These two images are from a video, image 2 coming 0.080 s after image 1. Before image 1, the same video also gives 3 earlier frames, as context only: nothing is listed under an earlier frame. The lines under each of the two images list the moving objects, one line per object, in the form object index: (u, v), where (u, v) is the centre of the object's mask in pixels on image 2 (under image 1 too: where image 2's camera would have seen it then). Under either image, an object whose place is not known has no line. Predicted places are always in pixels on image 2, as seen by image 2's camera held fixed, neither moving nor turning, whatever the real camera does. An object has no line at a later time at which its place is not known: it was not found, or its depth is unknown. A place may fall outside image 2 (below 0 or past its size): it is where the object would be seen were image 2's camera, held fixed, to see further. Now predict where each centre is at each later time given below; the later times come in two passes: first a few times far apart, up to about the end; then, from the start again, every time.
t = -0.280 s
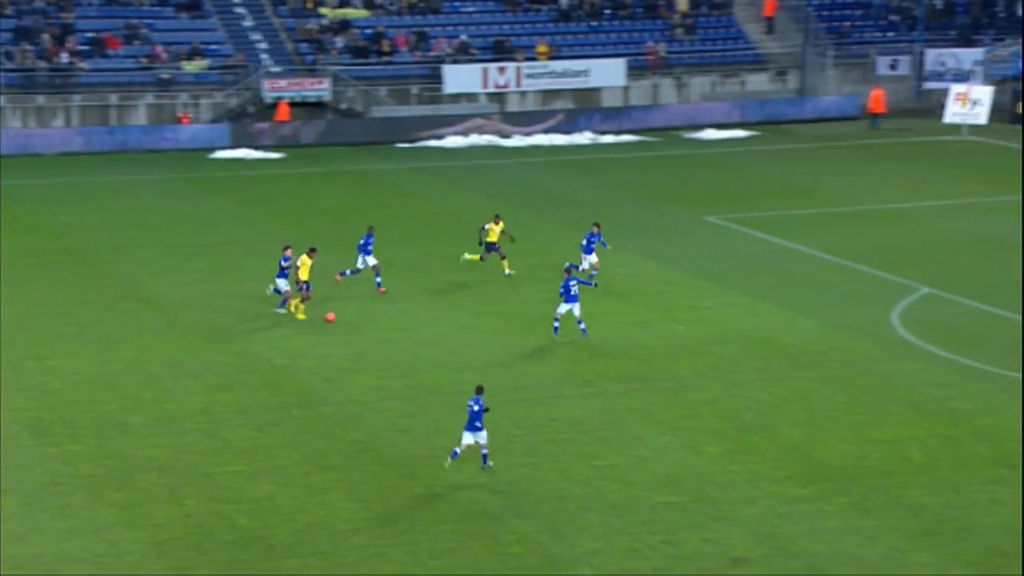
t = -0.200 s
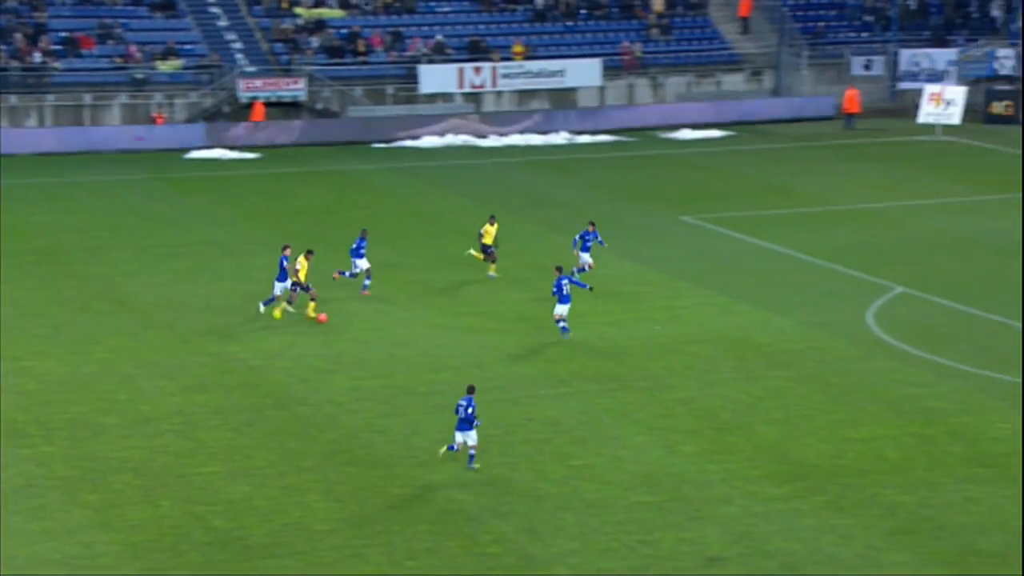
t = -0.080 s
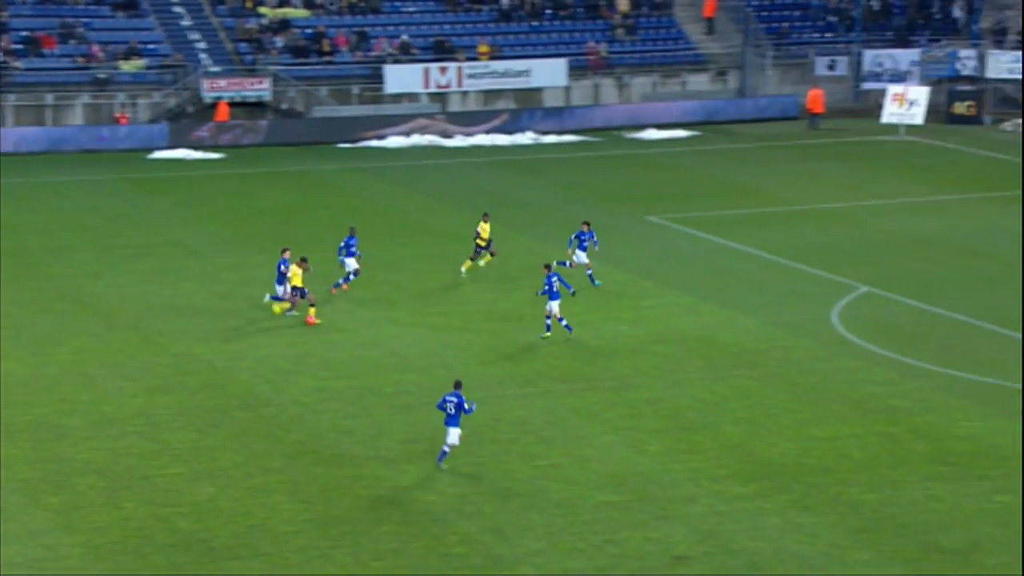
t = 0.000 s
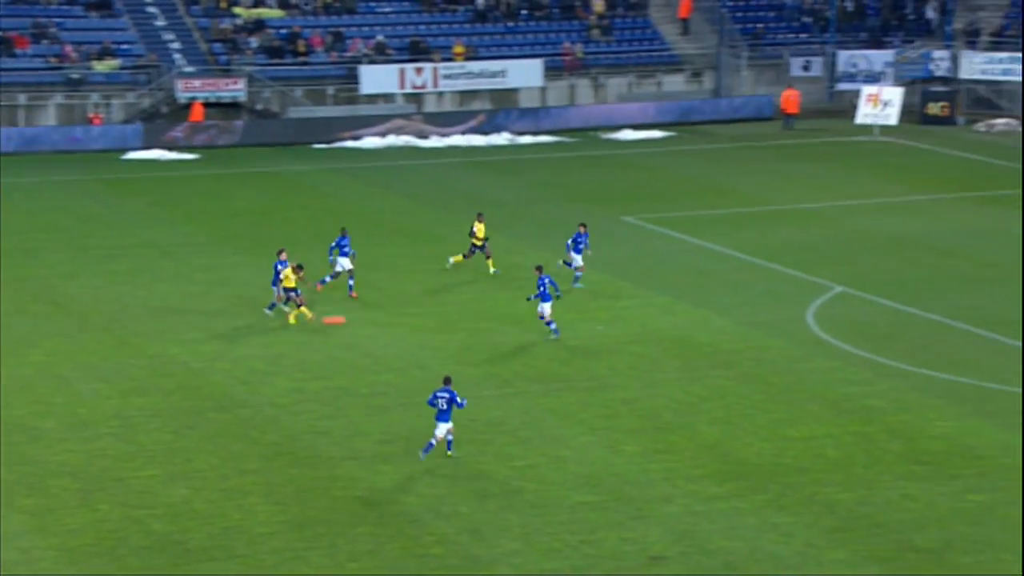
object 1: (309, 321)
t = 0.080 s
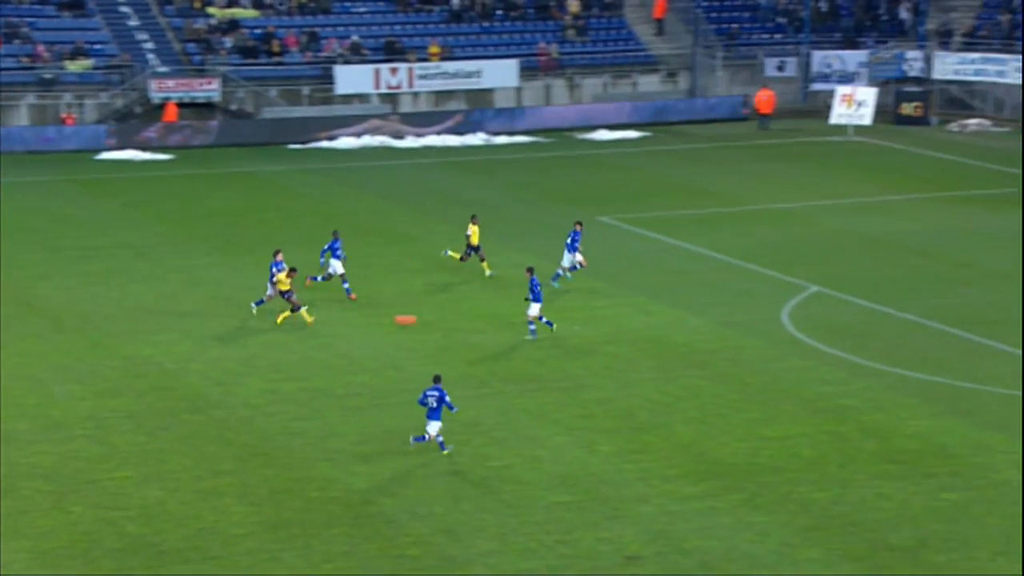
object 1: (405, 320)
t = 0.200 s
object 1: (537, 318)
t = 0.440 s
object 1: (769, 314)
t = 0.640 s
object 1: (931, 303)
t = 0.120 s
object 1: (451, 320)
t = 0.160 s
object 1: (496, 319)
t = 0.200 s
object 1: (537, 318)
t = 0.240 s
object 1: (581, 317)
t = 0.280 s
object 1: (620, 318)
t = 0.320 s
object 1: (659, 317)
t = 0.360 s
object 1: (696, 315)
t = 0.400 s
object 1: (733, 314)
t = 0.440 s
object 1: (769, 314)
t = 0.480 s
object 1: (803, 314)
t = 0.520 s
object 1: (836, 309)
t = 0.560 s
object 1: (868, 307)
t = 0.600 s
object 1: (900, 304)
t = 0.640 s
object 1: (931, 303)
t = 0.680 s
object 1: (963, 303)
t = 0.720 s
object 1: (993, 303)
